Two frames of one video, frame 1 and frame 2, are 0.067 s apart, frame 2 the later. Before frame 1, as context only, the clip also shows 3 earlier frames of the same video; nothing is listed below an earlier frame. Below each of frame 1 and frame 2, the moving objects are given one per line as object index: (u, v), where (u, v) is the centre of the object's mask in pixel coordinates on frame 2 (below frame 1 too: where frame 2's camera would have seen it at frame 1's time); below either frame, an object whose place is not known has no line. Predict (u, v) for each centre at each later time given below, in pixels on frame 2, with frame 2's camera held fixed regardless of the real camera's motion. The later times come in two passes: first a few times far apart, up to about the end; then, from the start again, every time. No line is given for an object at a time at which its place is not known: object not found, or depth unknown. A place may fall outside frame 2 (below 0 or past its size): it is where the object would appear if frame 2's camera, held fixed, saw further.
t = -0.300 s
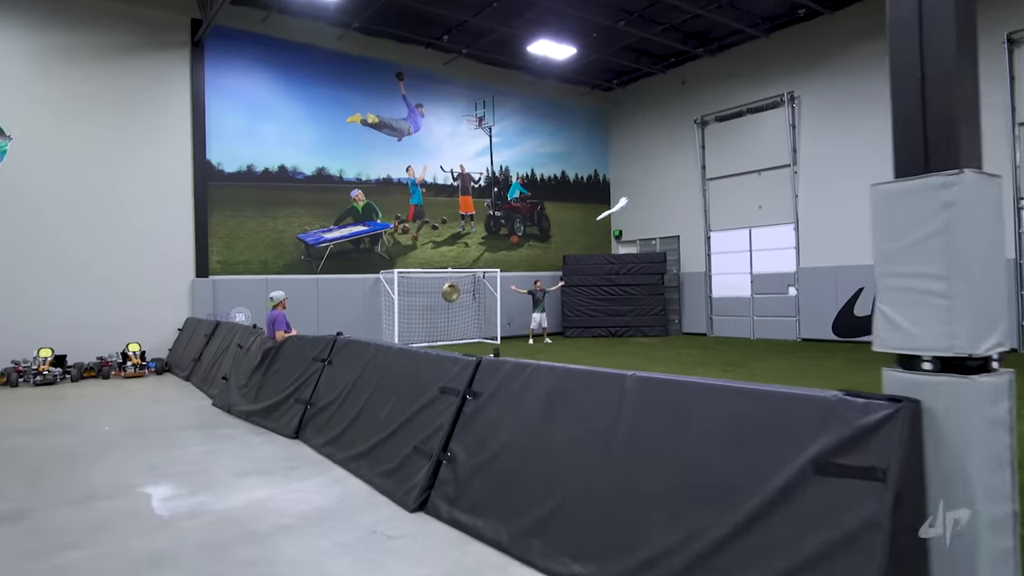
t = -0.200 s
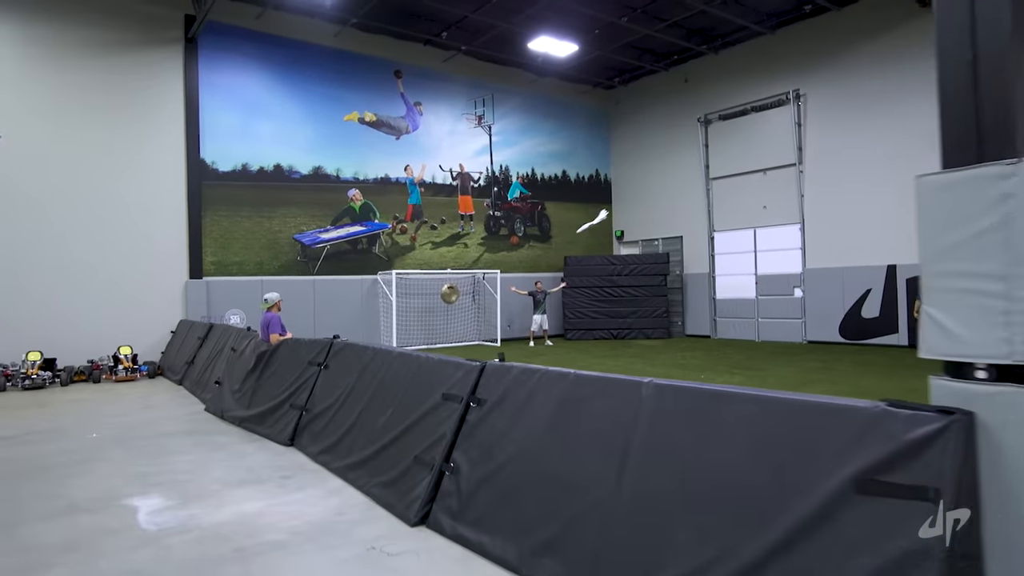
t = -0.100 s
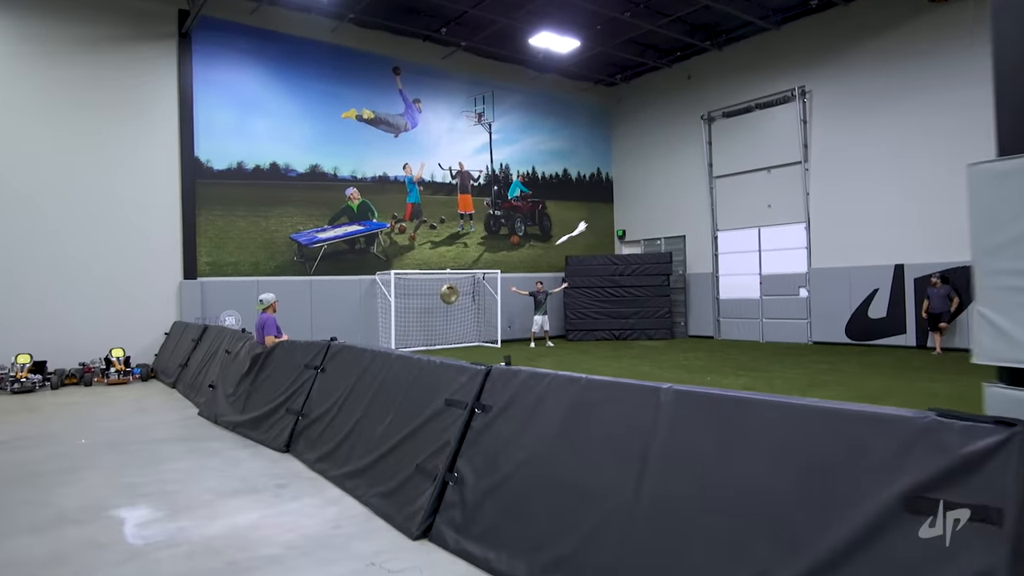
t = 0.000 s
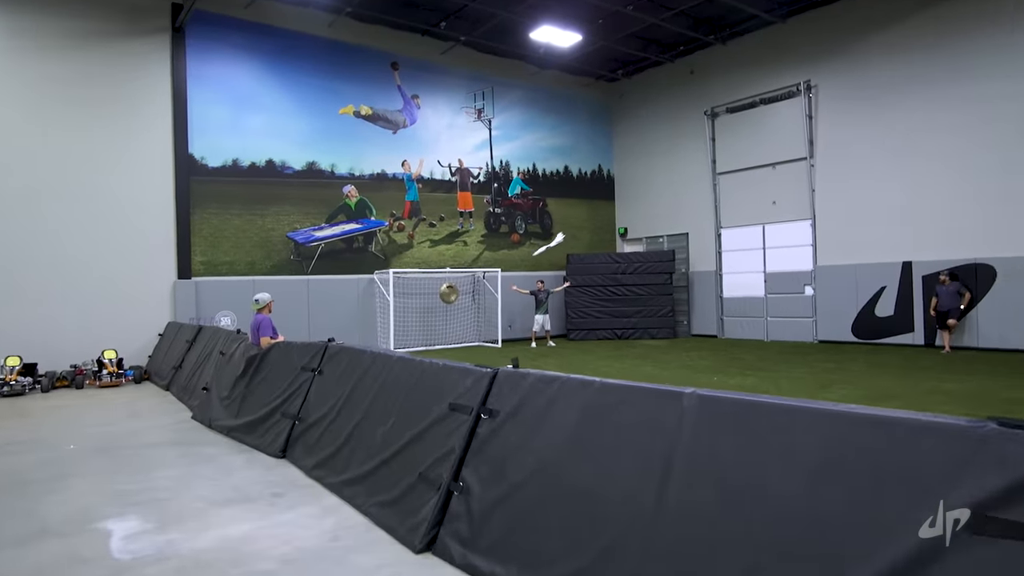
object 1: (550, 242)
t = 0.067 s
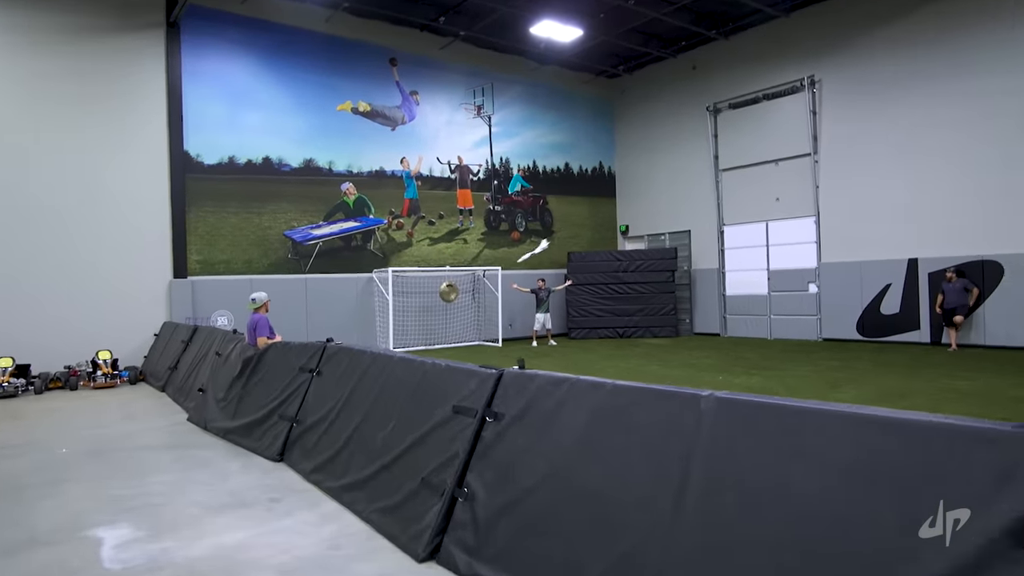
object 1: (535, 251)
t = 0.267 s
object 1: (485, 278)
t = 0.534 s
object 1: (453, 301)
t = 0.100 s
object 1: (527, 255)
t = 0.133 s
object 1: (519, 259)
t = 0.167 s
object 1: (510, 264)
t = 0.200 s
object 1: (501, 269)
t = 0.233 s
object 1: (493, 273)
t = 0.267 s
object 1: (485, 278)
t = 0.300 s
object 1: (476, 282)
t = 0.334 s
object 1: (467, 287)
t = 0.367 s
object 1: (459, 292)
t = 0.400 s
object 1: (457, 293)
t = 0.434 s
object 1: (457, 294)
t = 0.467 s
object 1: (457, 295)
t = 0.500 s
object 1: (455, 297)
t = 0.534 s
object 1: (453, 301)
